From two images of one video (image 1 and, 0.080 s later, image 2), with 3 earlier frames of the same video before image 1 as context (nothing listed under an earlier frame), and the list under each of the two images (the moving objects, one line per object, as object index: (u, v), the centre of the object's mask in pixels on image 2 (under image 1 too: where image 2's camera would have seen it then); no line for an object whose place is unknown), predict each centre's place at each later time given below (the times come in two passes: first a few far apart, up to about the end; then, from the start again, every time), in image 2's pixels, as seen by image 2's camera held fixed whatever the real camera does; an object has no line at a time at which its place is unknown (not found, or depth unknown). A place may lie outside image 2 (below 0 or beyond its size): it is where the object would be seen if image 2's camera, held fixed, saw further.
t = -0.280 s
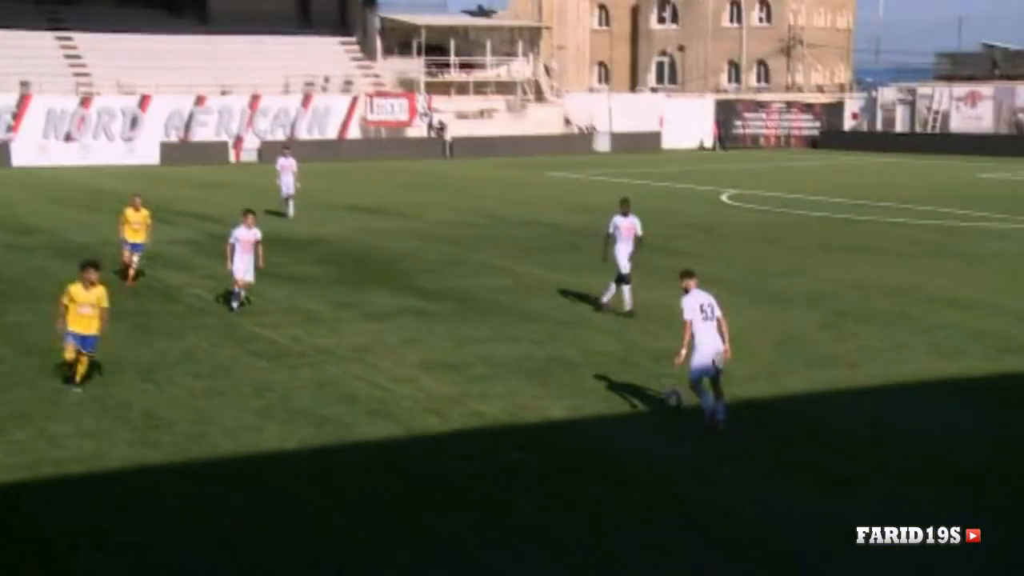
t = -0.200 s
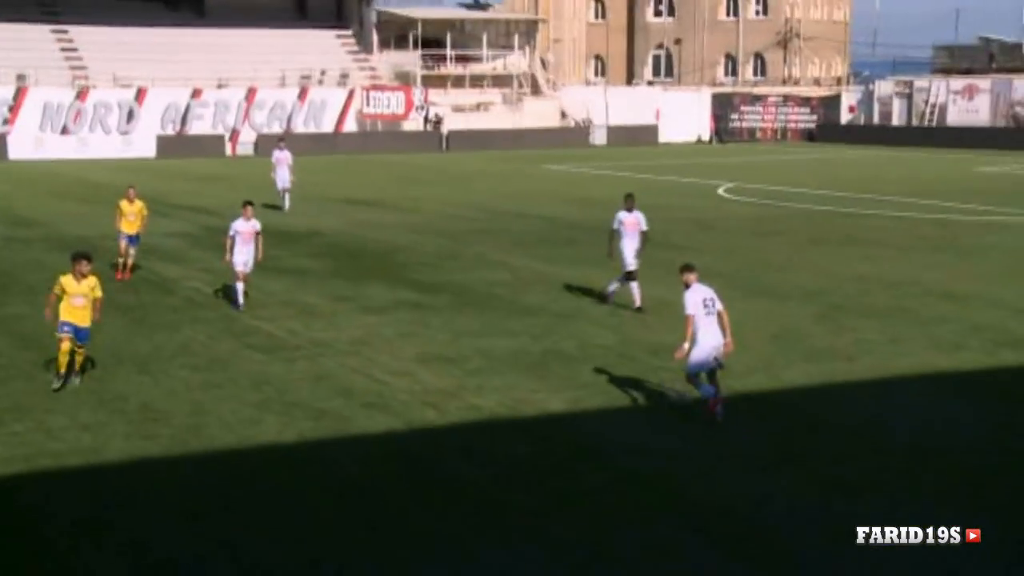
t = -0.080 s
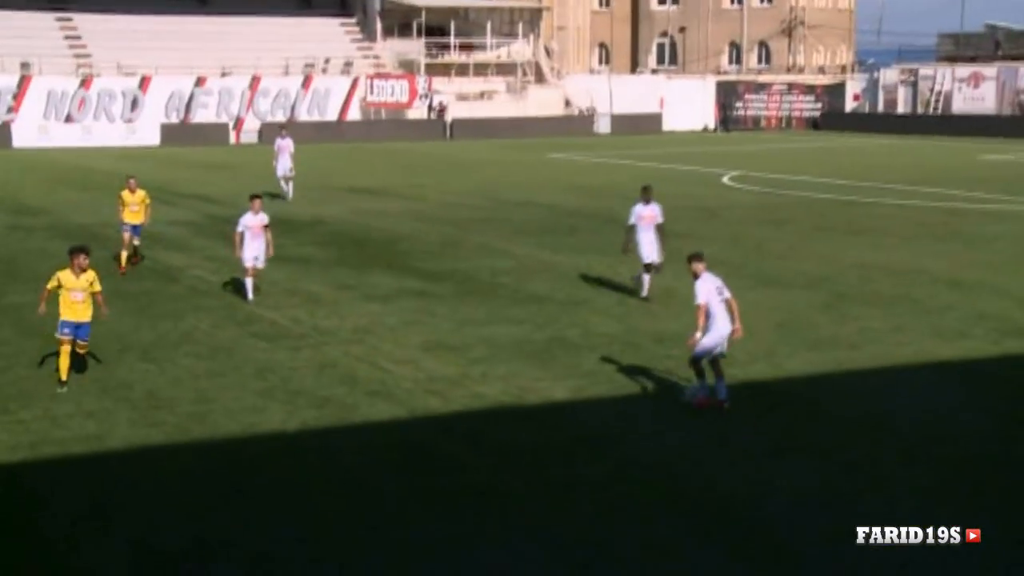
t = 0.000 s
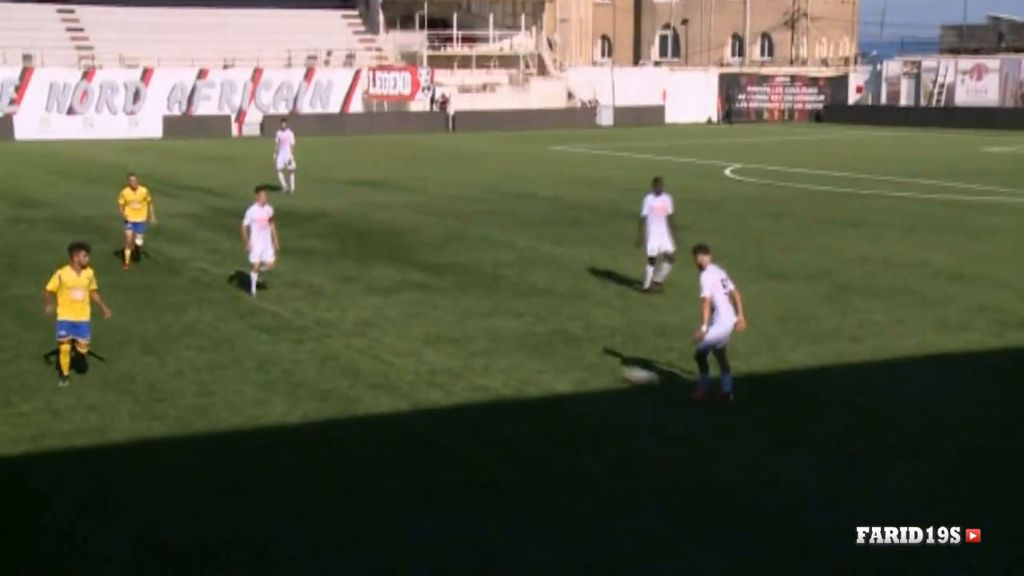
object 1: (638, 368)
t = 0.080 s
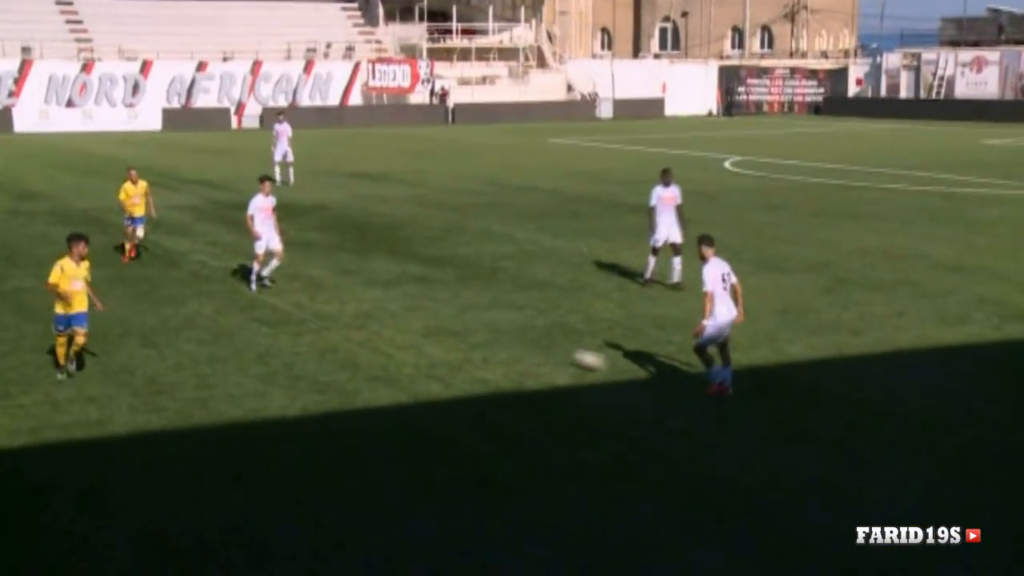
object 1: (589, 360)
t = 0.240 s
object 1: (502, 343)
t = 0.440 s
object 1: (419, 326)
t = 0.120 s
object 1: (564, 356)
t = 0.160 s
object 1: (543, 352)
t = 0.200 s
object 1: (522, 347)
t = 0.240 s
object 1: (502, 343)
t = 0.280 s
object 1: (483, 339)
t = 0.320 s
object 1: (466, 336)
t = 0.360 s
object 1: (449, 333)
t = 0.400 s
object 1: (435, 329)
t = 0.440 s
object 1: (419, 326)
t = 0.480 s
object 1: (406, 324)
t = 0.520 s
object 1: (392, 323)
